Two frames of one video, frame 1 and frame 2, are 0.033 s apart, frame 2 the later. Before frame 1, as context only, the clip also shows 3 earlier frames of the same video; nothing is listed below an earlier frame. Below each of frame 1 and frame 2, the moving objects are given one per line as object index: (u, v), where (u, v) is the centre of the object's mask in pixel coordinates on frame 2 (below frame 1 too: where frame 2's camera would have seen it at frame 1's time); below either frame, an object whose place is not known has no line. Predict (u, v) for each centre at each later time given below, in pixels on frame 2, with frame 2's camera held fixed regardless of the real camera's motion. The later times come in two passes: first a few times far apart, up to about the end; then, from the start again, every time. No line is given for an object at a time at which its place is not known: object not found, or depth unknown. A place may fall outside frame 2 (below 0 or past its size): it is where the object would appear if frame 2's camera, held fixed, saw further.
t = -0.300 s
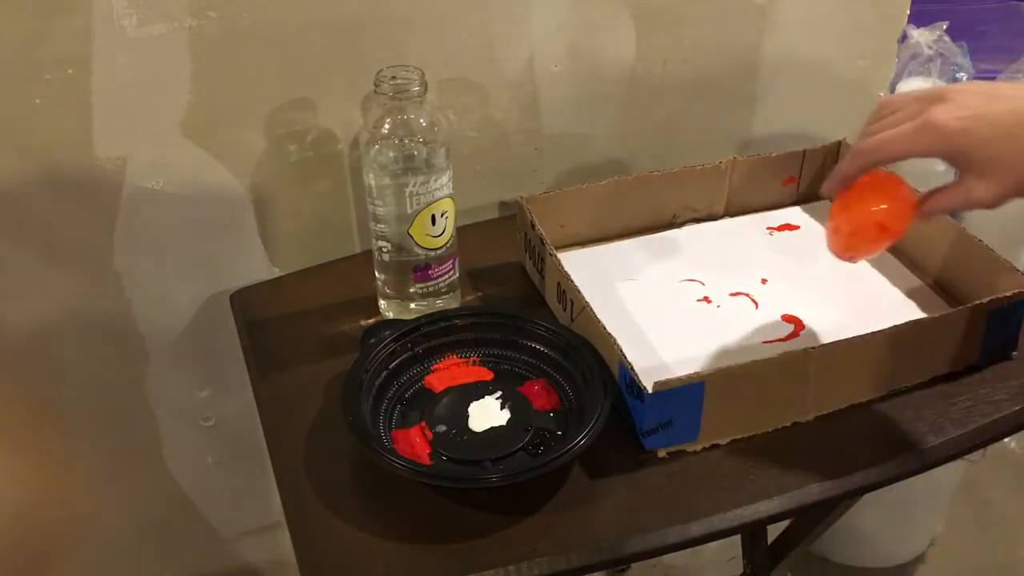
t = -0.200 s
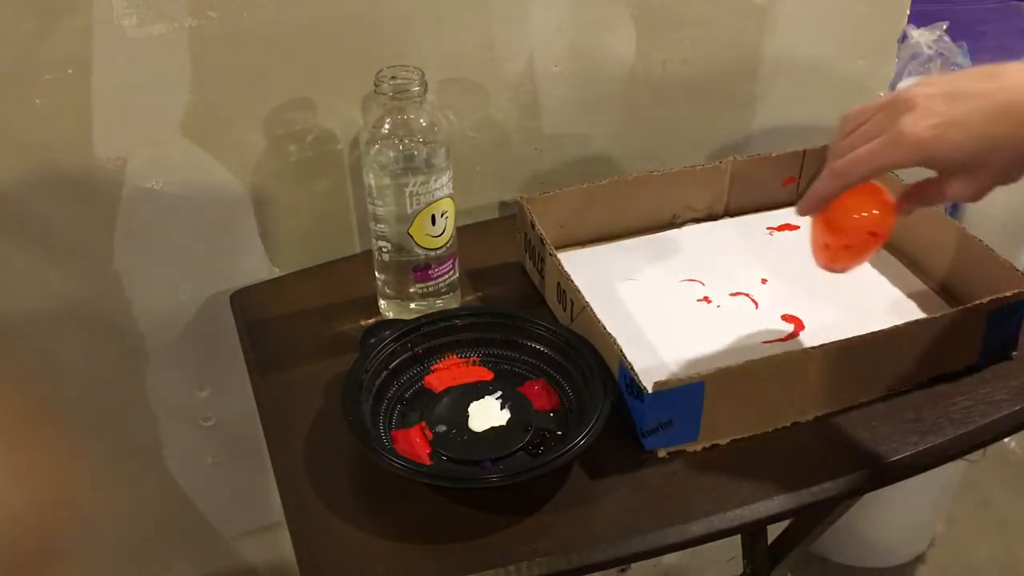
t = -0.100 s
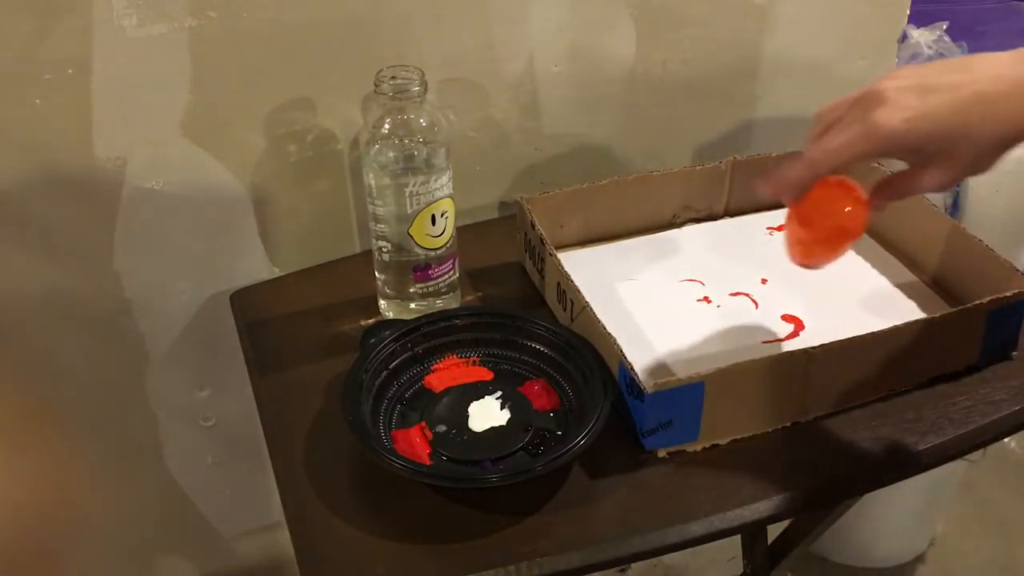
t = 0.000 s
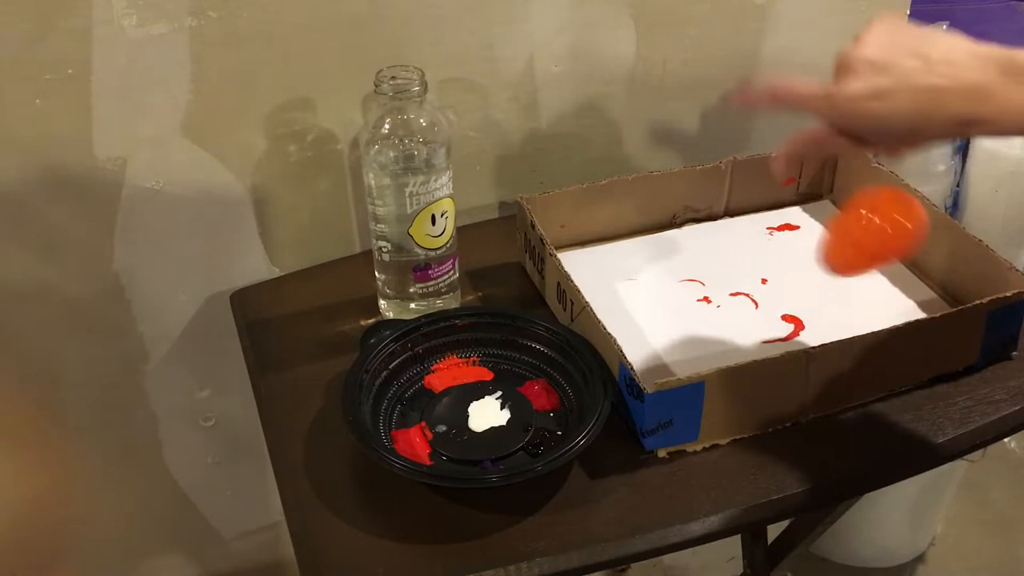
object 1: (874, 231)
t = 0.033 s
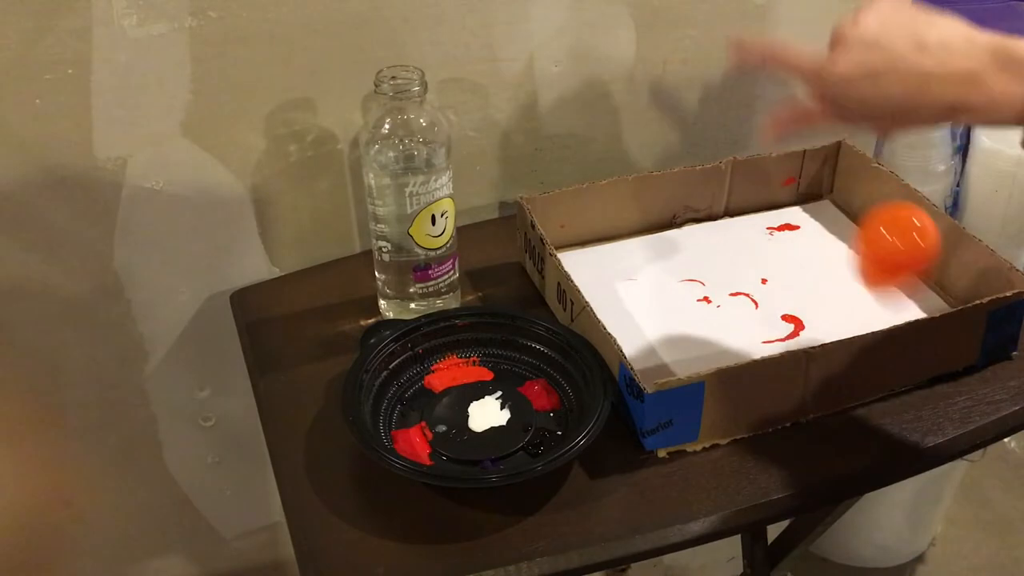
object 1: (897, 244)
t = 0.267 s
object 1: (912, 252)
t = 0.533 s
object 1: (872, 218)
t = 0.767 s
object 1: (854, 197)
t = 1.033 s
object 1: (817, 179)
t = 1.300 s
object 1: (764, 189)
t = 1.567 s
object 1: (706, 248)
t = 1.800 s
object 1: (657, 311)
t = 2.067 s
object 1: (704, 352)
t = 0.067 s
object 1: (915, 276)
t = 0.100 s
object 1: (918, 292)
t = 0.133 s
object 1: (924, 282)
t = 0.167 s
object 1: (929, 273)
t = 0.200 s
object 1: (935, 267)
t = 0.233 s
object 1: (924, 258)
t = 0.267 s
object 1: (912, 252)
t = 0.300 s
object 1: (904, 248)
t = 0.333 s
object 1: (897, 243)
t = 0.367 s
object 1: (892, 237)
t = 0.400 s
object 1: (888, 233)
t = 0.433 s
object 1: (882, 230)
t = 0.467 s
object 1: (879, 226)
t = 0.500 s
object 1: (876, 222)
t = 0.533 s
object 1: (872, 218)
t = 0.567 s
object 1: (869, 214)
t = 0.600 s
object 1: (866, 212)
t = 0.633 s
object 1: (863, 209)
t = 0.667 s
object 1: (861, 205)
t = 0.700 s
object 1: (859, 202)
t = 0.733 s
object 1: (856, 199)
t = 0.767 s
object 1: (854, 197)
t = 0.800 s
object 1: (851, 195)
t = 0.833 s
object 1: (844, 192)
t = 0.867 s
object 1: (840, 190)
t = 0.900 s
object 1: (835, 188)
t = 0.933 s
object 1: (830, 186)
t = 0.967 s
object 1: (826, 184)
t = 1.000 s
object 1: (822, 181)
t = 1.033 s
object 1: (817, 179)
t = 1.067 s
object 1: (812, 181)
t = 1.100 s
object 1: (806, 184)
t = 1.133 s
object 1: (799, 187)
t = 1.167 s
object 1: (791, 190)
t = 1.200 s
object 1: (784, 191)
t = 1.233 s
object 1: (778, 191)
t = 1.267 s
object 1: (771, 190)
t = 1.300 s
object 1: (764, 189)
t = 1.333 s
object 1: (759, 188)
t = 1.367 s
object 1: (755, 189)
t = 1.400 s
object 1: (751, 193)
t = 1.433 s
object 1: (745, 202)
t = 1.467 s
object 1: (739, 216)
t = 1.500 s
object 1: (731, 230)
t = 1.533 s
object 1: (719, 241)
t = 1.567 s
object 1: (706, 248)
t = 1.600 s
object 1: (694, 259)
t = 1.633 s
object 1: (684, 266)
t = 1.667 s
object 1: (677, 270)
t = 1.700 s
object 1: (673, 274)
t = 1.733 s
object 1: (671, 281)
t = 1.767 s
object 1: (666, 295)
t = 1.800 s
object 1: (657, 311)
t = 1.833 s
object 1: (660, 320)
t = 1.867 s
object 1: (664, 324)
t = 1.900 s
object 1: (665, 340)
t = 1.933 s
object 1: (666, 343)
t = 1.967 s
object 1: (675, 342)
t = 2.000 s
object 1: (685, 344)
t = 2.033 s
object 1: (695, 348)
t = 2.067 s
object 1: (704, 352)
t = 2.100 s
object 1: (708, 354)
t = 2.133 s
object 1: (713, 350)
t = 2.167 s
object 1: (721, 344)
